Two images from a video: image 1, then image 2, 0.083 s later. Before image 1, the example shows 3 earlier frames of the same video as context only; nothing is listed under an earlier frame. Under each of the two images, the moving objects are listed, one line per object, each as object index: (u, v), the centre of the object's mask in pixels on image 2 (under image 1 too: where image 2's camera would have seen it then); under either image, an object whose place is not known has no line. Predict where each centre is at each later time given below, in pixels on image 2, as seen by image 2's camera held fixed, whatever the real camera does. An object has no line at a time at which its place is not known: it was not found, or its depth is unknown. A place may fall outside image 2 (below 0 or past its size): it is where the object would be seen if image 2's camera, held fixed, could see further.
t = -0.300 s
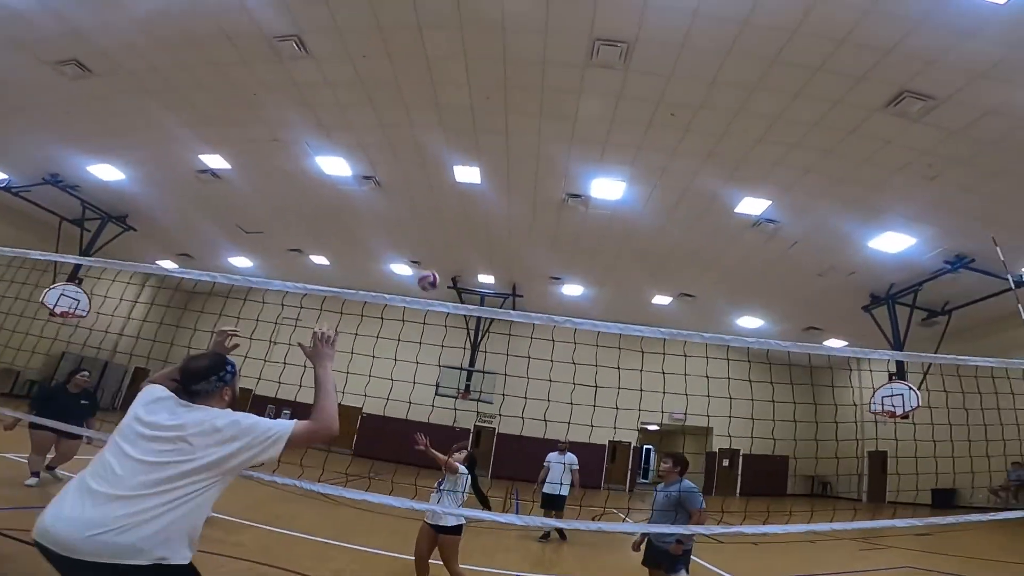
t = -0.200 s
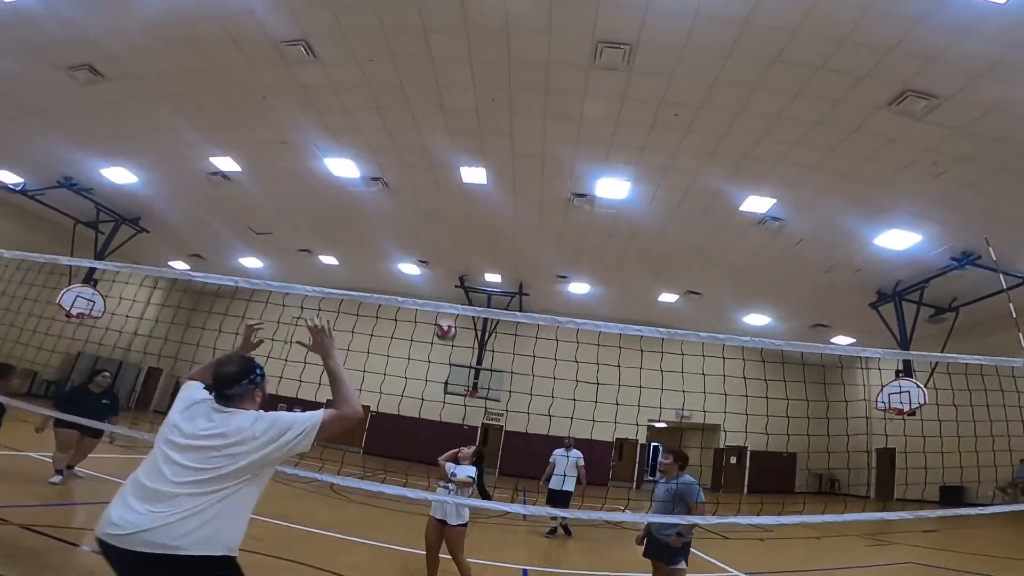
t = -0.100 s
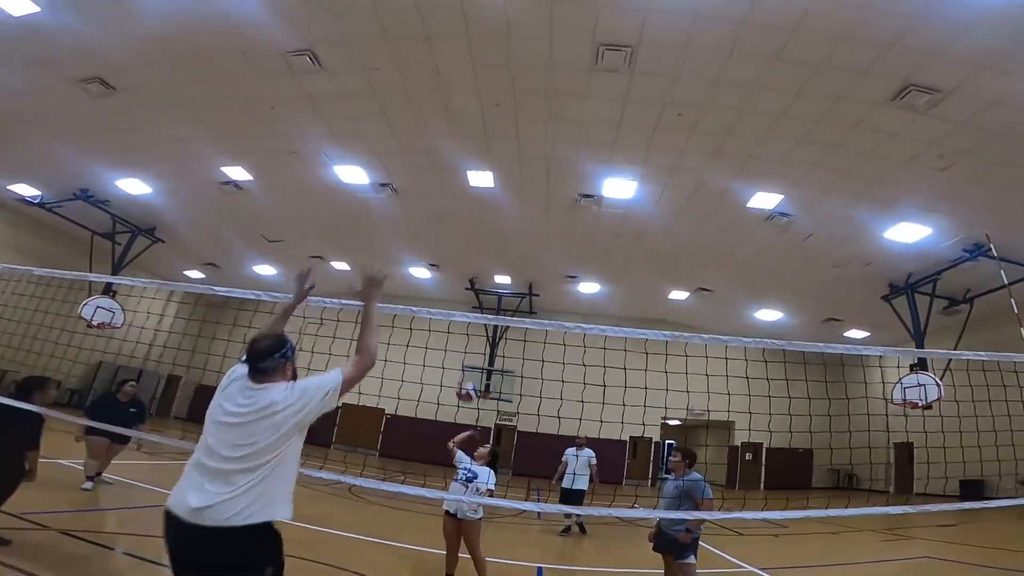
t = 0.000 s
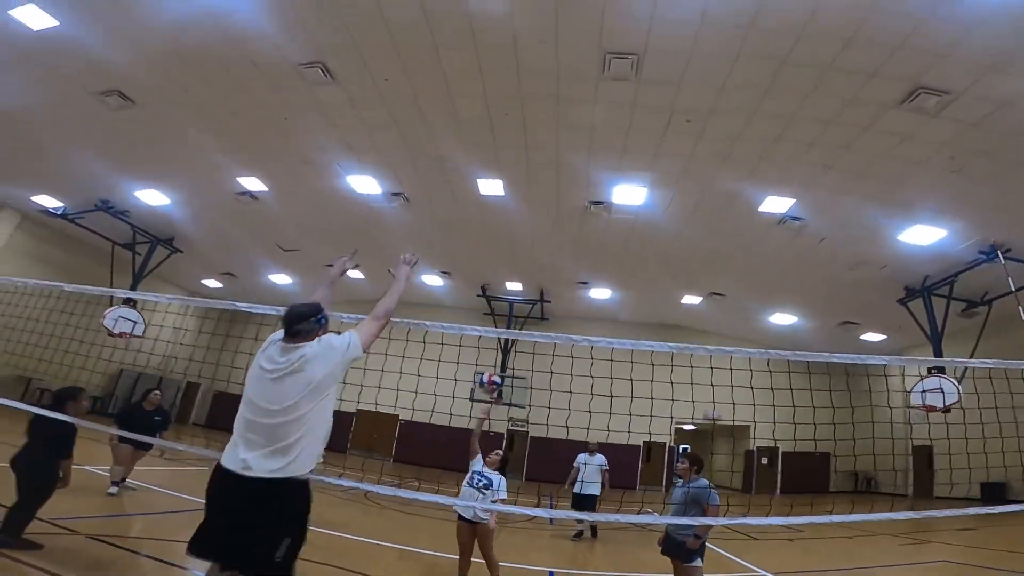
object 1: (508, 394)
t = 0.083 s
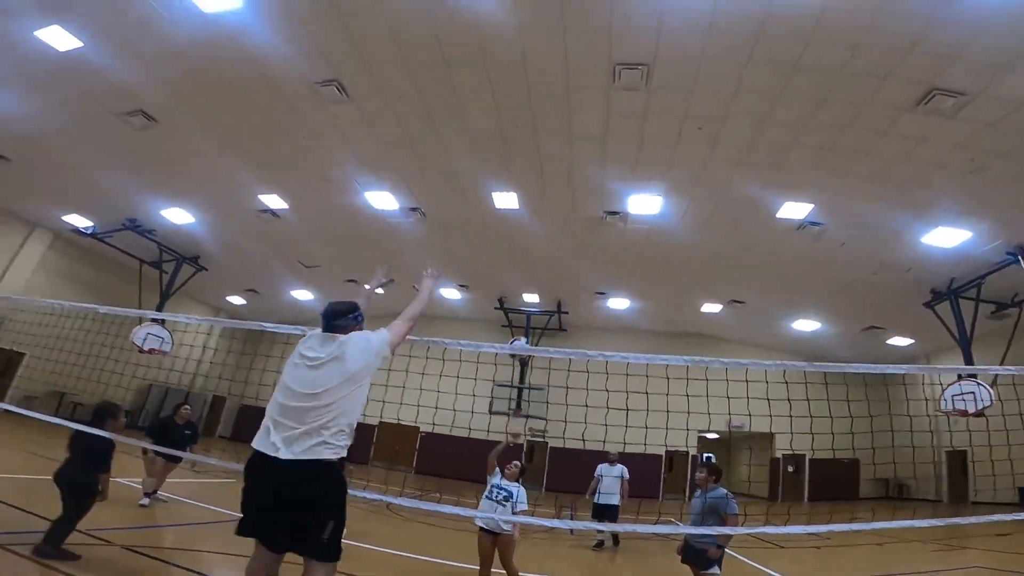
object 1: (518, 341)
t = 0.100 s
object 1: (522, 337)
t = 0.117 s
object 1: (523, 330)
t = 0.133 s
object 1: (525, 320)
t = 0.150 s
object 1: (527, 312)
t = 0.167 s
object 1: (529, 303)
